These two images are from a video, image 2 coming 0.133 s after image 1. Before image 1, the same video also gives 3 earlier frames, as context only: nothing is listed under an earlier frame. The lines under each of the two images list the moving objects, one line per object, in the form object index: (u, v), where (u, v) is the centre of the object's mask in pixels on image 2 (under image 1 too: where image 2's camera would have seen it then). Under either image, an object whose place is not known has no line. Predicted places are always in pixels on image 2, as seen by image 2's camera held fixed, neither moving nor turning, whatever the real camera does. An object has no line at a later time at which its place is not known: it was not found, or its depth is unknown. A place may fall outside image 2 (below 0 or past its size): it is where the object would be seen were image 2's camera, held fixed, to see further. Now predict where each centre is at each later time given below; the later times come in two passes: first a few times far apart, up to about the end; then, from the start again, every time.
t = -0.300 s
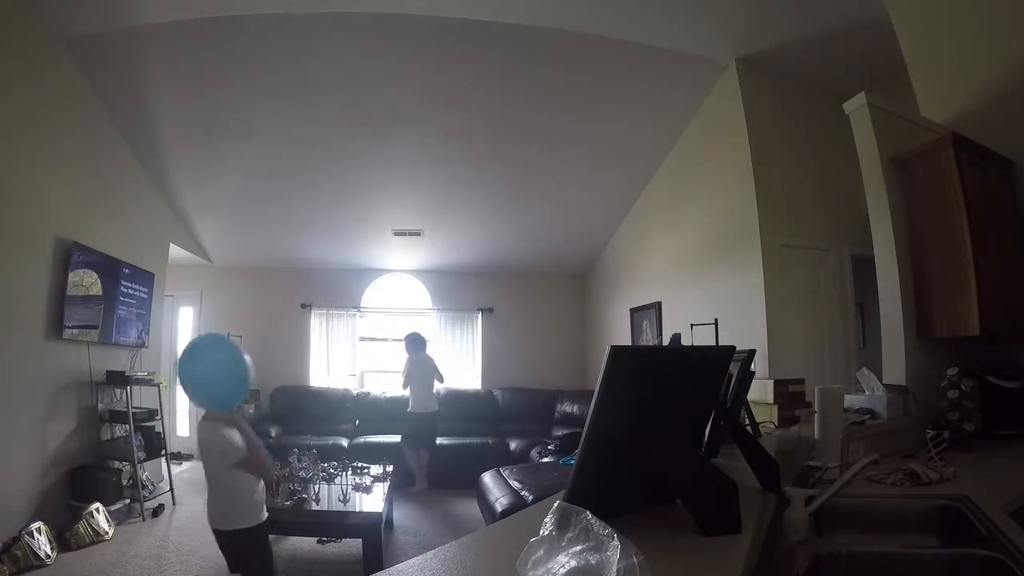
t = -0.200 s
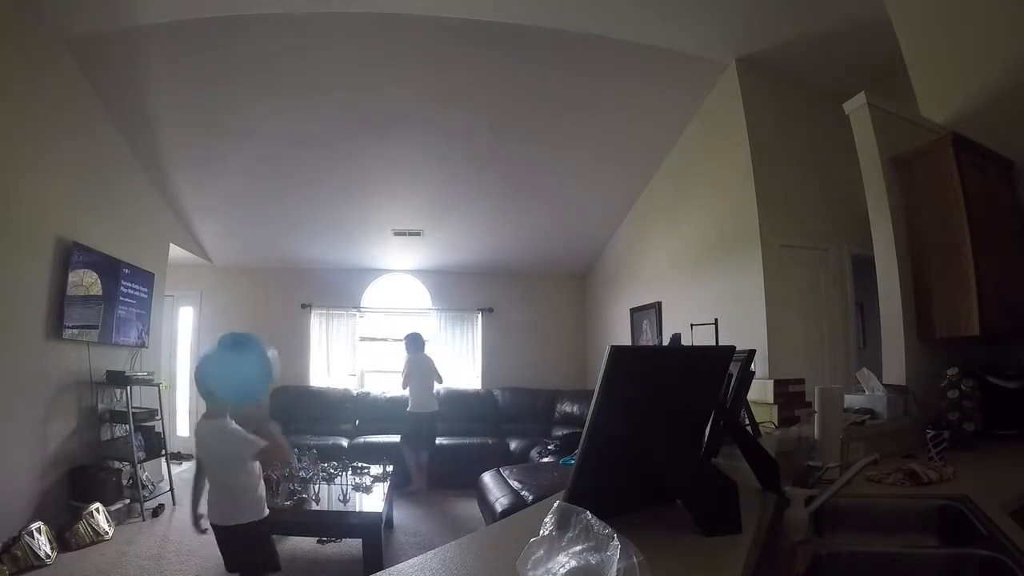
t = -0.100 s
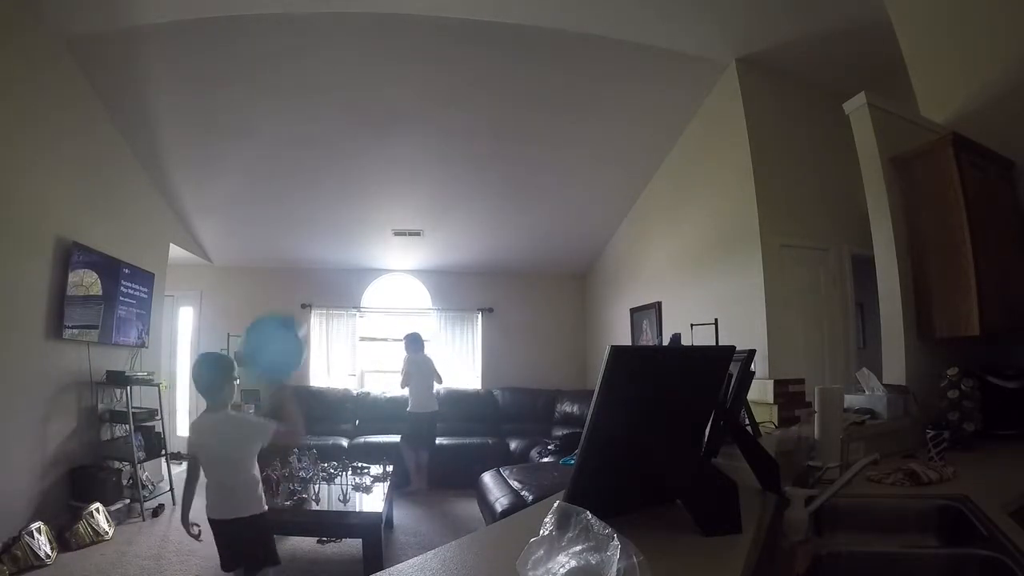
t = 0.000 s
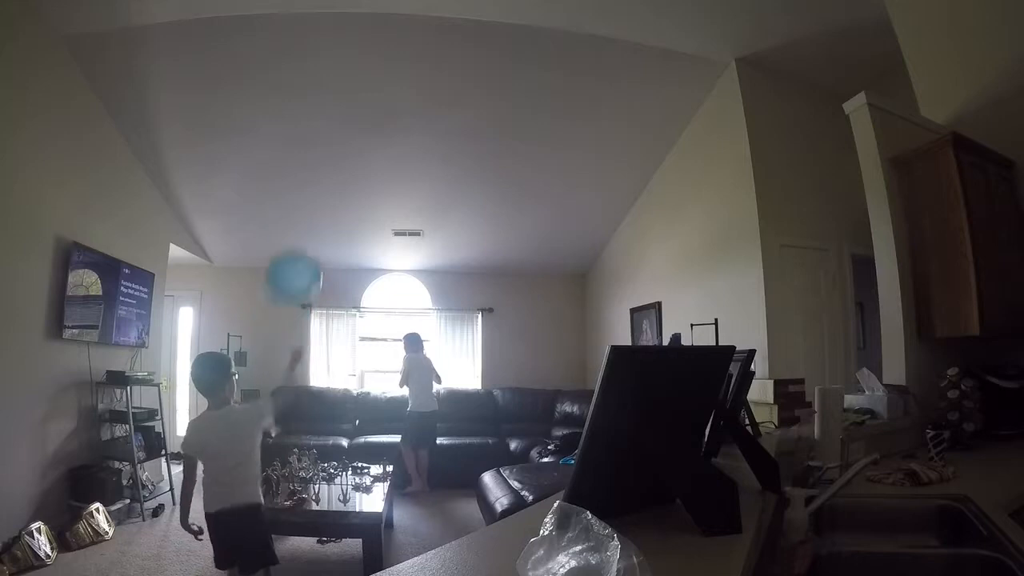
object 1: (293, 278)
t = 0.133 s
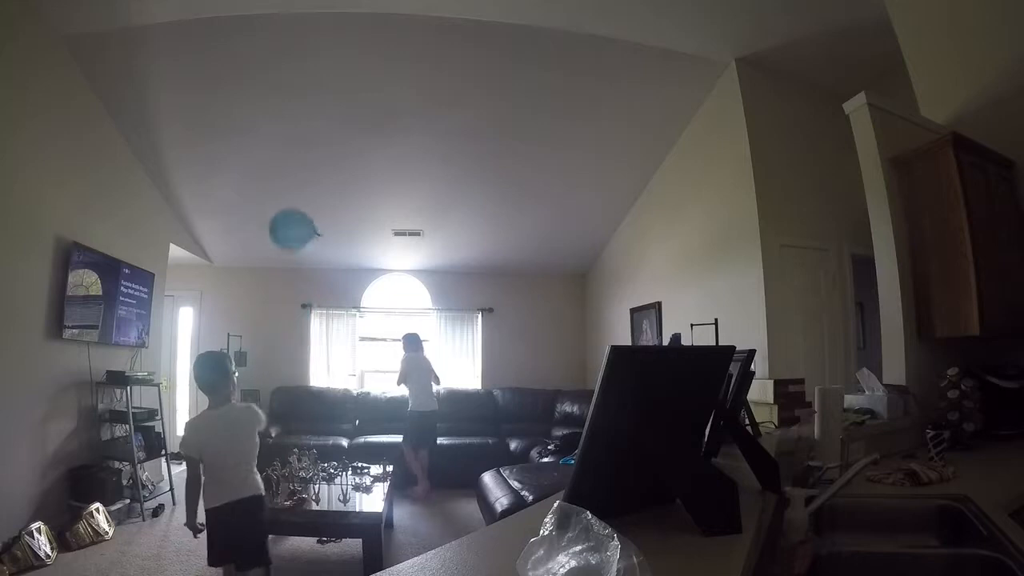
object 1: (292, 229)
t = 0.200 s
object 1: (288, 223)
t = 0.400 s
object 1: (273, 233)
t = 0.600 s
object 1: (260, 261)
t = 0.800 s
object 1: (249, 299)
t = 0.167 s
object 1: (290, 225)
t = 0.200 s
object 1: (288, 223)
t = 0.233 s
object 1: (285, 222)
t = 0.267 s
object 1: (283, 222)
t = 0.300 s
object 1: (280, 224)
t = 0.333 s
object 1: (278, 226)
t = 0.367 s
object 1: (275, 229)
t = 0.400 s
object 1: (273, 233)
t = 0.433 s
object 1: (271, 237)
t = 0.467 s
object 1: (268, 241)
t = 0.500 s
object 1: (266, 245)
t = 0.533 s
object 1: (264, 250)
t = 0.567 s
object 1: (262, 255)
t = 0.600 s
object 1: (260, 261)
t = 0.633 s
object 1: (258, 266)
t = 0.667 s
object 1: (256, 273)
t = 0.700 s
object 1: (255, 278)
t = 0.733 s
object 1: (253, 284)
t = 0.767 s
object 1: (251, 292)
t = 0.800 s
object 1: (249, 299)
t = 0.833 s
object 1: (248, 307)
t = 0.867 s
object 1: (247, 314)
